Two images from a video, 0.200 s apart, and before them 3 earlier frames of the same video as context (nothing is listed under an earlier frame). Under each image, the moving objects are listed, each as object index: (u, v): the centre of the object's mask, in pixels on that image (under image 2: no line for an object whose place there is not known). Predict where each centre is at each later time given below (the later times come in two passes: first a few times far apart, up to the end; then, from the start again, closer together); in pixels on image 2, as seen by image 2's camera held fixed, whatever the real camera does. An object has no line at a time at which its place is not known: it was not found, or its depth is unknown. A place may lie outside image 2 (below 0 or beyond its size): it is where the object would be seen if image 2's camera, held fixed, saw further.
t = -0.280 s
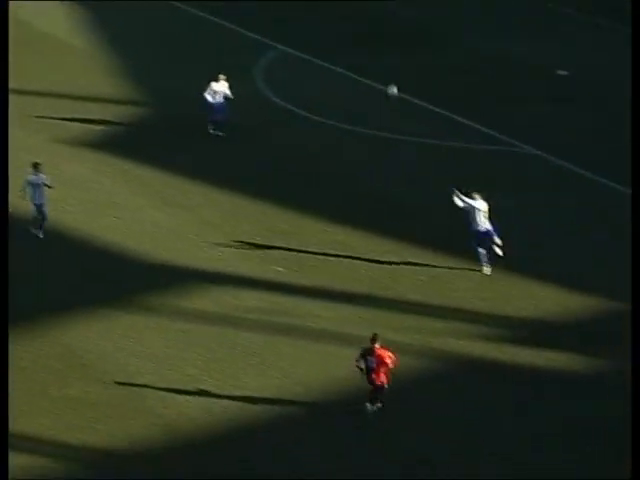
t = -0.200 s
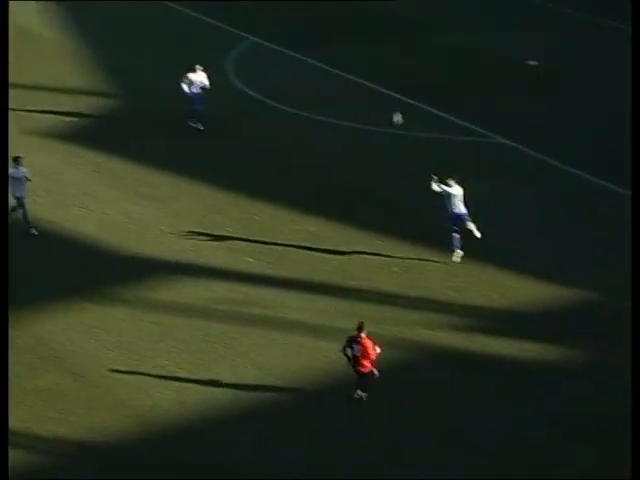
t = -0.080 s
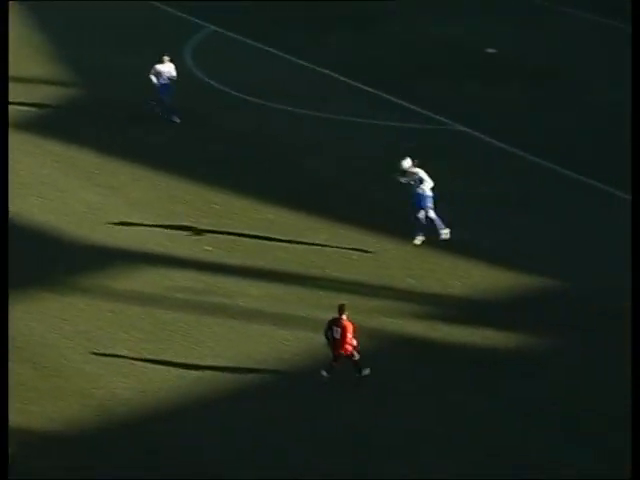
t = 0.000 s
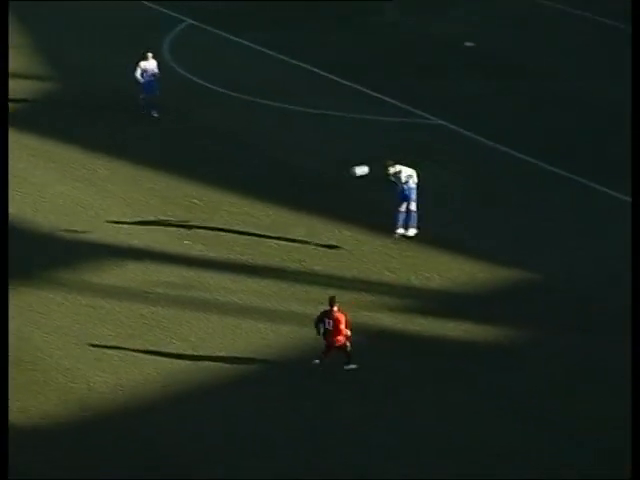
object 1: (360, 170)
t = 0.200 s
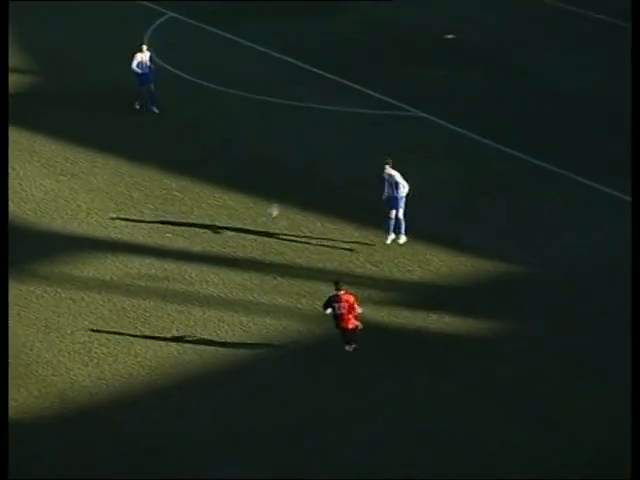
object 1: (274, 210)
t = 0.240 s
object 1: (262, 222)
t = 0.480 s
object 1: (186, 316)
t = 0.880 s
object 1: (78, 345)
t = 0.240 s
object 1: (262, 222)
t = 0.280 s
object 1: (248, 236)
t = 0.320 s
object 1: (236, 250)
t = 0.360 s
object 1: (223, 265)
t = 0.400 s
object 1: (211, 281)
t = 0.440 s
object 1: (198, 298)
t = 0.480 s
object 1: (186, 316)
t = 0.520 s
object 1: (174, 335)
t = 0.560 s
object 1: (162, 356)
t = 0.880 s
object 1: (78, 345)
